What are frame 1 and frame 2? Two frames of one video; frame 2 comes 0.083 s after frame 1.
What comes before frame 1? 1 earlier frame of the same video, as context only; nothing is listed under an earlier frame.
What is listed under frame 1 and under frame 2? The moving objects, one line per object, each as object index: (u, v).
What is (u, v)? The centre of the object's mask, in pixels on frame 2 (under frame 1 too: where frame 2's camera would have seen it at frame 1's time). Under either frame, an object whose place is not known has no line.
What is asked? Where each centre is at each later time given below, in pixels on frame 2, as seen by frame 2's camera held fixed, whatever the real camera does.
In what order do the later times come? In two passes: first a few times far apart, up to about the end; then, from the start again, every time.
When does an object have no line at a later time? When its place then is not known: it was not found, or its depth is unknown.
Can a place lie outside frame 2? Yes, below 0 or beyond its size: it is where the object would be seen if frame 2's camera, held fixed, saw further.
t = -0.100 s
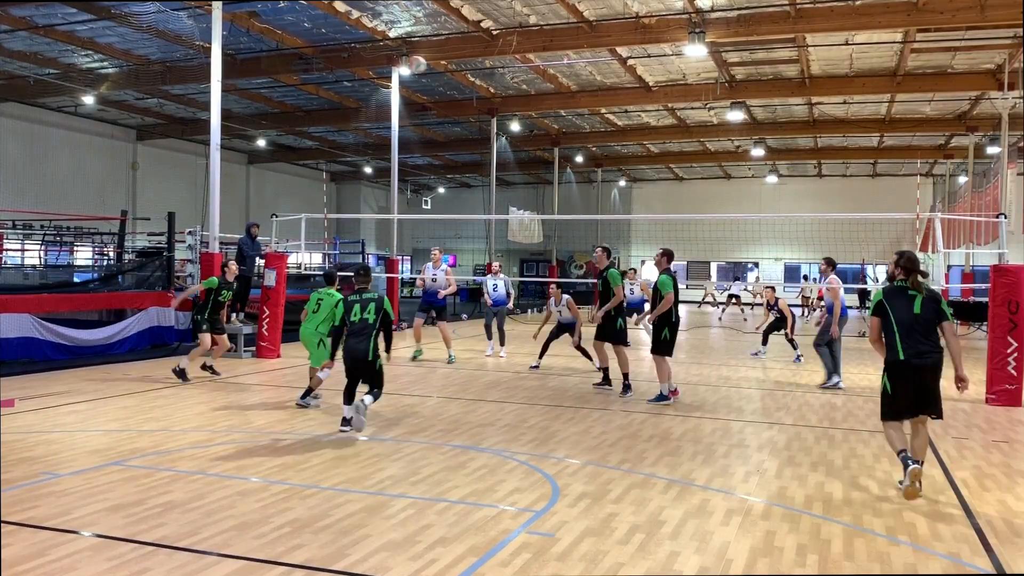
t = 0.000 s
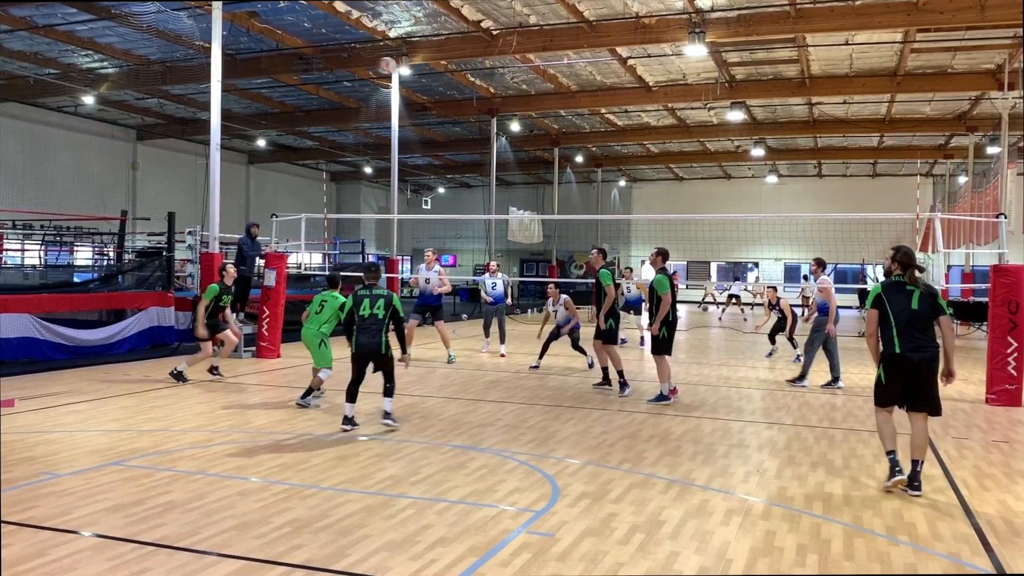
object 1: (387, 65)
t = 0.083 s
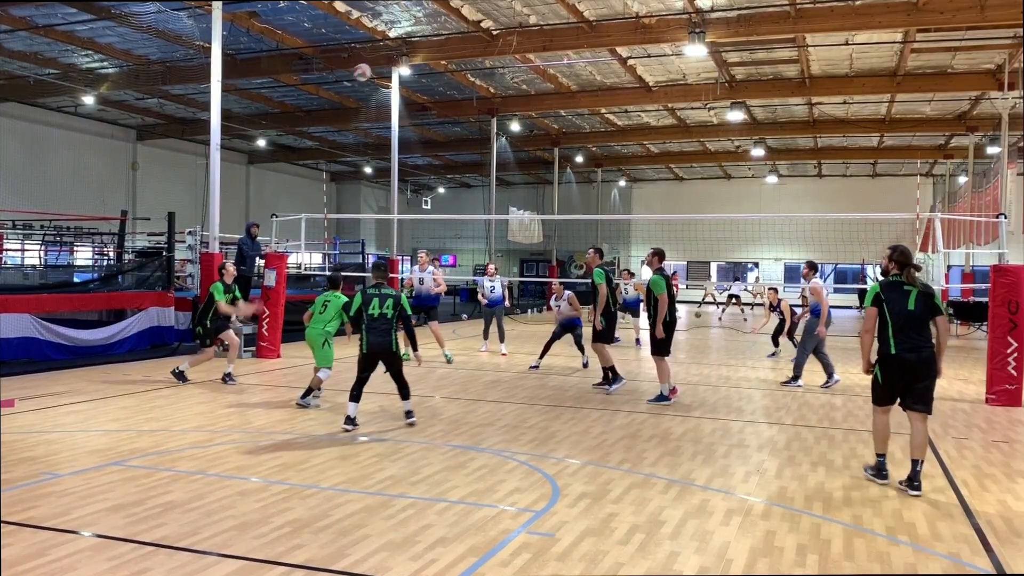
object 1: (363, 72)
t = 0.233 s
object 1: (319, 97)
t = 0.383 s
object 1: (277, 139)
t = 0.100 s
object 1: (358, 74)
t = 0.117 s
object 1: (352, 76)
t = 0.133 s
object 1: (347, 79)
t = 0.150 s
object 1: (342, 81)
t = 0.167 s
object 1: (338, 84)
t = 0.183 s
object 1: (333, 87)
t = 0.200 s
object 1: (328, 91)
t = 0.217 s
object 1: (324, 94)
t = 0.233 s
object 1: (319, 97)
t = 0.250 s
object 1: (314, 101)
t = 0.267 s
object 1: (309, 105)
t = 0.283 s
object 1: (304, 110)
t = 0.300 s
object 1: (300, 114)
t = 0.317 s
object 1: (295, 119)
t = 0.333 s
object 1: (290, 123)
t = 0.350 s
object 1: (286, 128)
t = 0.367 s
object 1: (281, 134)
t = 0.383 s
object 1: (277, 139)
